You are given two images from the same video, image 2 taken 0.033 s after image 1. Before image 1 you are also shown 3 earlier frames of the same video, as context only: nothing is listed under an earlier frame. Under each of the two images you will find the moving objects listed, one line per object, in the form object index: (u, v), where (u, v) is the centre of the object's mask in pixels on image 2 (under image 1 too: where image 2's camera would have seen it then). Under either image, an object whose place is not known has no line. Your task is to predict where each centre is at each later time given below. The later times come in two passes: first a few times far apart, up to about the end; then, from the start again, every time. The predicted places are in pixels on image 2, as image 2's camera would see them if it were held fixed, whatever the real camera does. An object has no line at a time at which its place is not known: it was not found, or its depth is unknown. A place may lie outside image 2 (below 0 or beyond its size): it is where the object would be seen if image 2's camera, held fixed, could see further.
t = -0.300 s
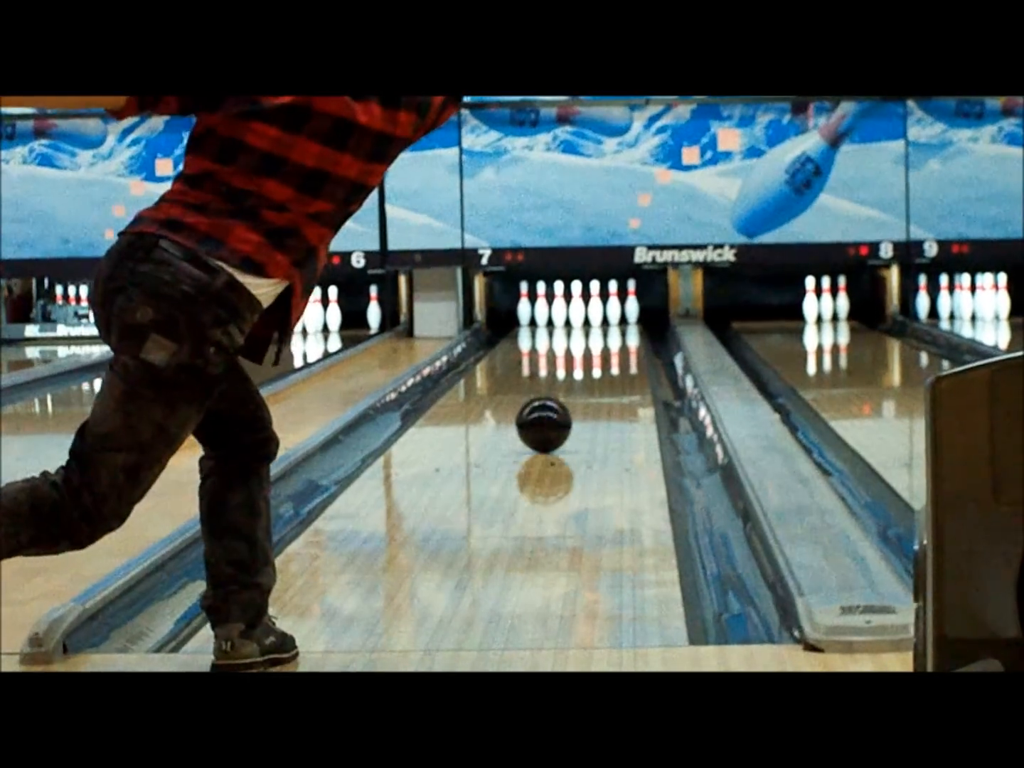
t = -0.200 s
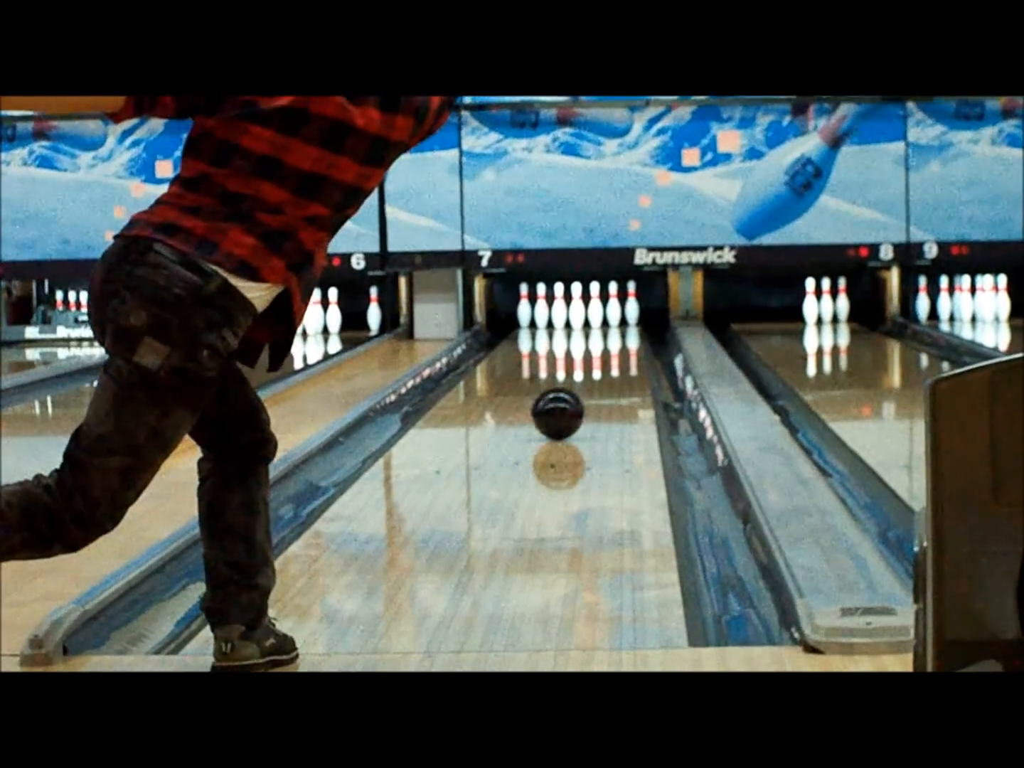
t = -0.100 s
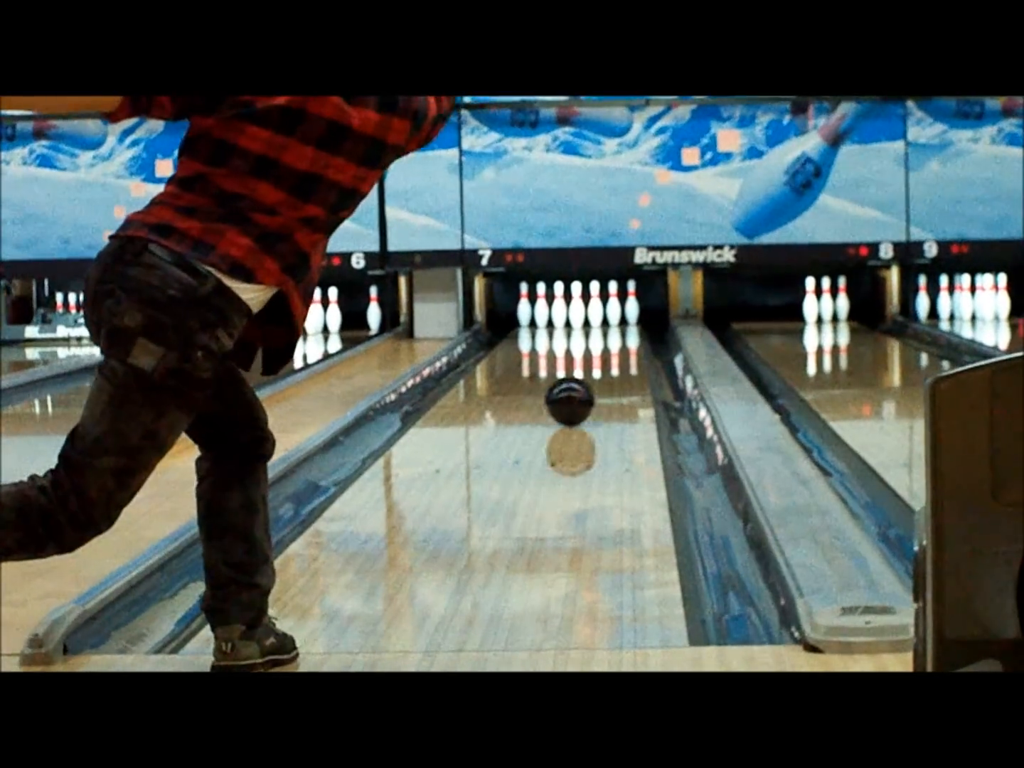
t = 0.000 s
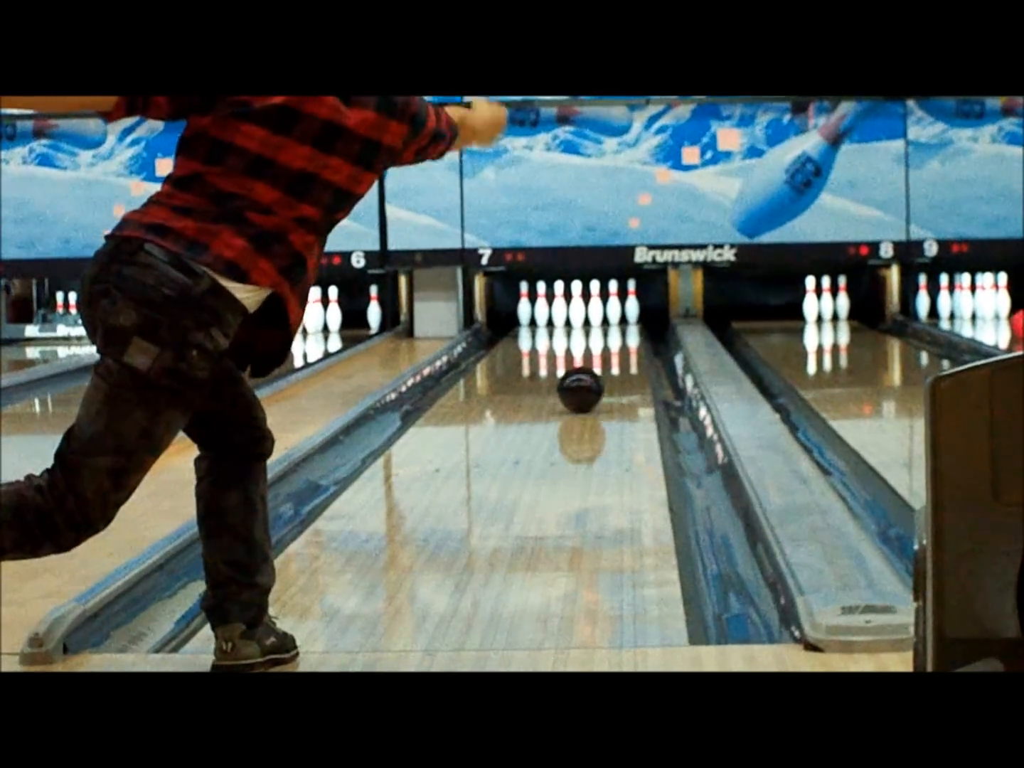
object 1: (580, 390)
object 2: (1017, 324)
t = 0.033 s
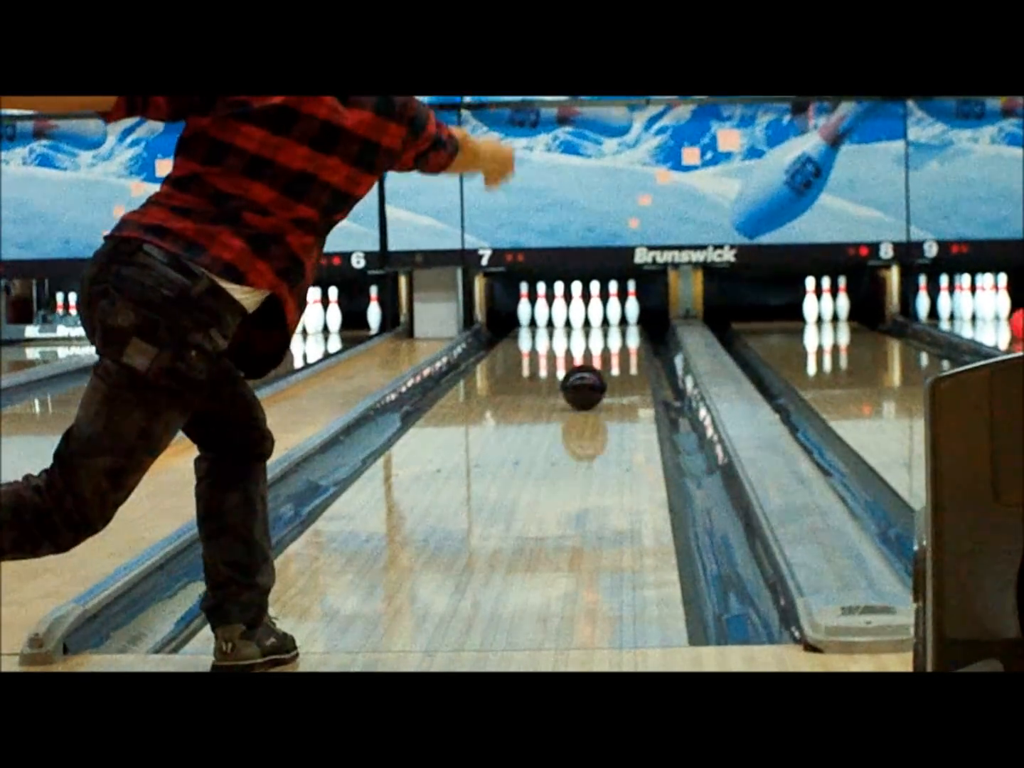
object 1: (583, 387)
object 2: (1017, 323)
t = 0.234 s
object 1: (600, 371)
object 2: (1010, 321)
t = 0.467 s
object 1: (612, 356)
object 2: (994, 316)
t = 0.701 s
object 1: (619, 344)
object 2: (980, 313)
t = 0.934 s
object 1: (619, 334)
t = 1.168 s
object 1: (612, 326)
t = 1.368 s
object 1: (597, 321)
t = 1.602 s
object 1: (586, 315)
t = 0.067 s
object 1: (586, 385)
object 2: (1016, 322)
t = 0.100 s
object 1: (589, 381)
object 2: (1015, 322)
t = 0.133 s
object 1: (592, 379)
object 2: (1014, 322)
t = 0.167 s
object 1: (594, 376)
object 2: (1012, 321)
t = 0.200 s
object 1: (597, 373)
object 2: (1011, 321)
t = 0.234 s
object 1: (600, 371)
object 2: (1010, 321)
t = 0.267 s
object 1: (601, 369)
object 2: (1008, 320)
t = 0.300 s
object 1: (603, 366)
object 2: (1006, 319)
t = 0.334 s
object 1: (605, 364)
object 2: (1004, 318)
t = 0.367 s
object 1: (607, 362)
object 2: (1001, 318)
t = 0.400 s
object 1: (609, 360)
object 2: (999, 317)
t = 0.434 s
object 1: (610, 358)
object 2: (996, 316)
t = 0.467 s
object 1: (612, 356)
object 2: (994, 316)
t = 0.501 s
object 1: (613, 355)
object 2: (990, 316)
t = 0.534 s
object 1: (614, 353)
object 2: (988, 315)
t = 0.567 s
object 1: (615, 351)
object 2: (987, 315)
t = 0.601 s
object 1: (617, 349)
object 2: (985, 314)
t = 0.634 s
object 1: (618, 348)
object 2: (984, 314)
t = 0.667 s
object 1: (619, 346)
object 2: (982, 314)
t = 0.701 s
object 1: (619, 344)
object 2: (980, 313)
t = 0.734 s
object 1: (620, 343)
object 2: (979, 312)
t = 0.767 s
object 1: (620, 341)
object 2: (977, 312)
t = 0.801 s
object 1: (620, 340)
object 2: (975, 312)
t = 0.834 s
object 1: (619, 338)
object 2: (974, 311)
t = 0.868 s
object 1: (619, 337)
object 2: (972, 310)
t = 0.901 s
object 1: (619, 335)
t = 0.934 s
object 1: (619, 334)
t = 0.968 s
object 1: (618, 333)
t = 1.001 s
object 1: (617, 331)
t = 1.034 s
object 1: (616, 330)
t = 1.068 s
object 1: (615, 329)
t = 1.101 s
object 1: (614, 328)
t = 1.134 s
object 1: (613, 327)
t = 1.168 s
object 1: (612, 326)
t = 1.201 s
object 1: (609, 325)
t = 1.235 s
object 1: (608, 324)
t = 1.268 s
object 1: (606, 323)
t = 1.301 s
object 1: (603, 322)
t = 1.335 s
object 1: (600, 322)
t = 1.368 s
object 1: (597, 321)
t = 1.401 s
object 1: (596, 320)
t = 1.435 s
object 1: (594, 319)
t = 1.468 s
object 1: (592, 318)
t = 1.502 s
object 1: (589, 317)
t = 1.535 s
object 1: (587, 317)
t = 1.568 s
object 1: (585, 316)
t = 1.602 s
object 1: (586, 315)
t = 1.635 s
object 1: (585, 315)
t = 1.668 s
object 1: (585, 315)
